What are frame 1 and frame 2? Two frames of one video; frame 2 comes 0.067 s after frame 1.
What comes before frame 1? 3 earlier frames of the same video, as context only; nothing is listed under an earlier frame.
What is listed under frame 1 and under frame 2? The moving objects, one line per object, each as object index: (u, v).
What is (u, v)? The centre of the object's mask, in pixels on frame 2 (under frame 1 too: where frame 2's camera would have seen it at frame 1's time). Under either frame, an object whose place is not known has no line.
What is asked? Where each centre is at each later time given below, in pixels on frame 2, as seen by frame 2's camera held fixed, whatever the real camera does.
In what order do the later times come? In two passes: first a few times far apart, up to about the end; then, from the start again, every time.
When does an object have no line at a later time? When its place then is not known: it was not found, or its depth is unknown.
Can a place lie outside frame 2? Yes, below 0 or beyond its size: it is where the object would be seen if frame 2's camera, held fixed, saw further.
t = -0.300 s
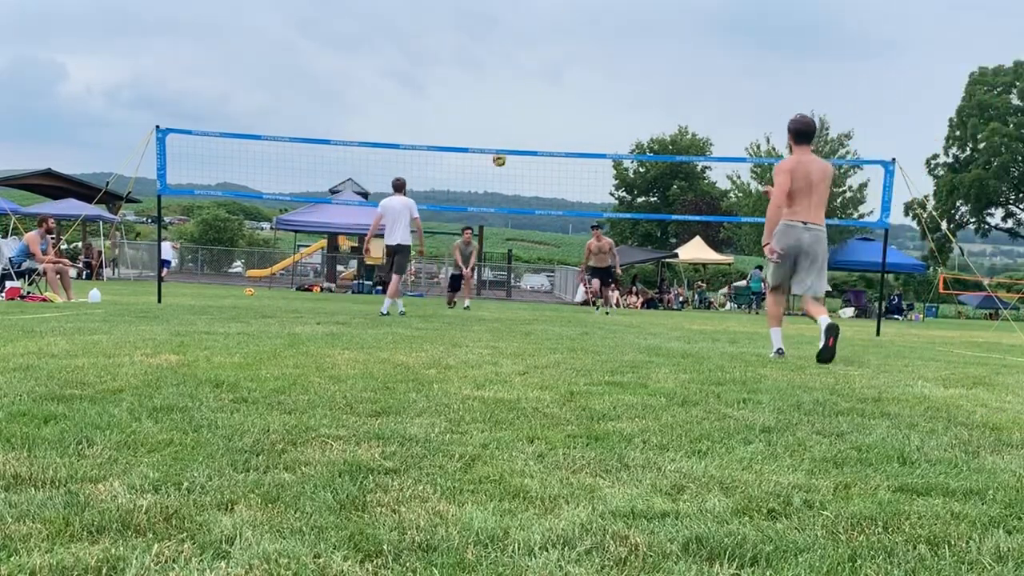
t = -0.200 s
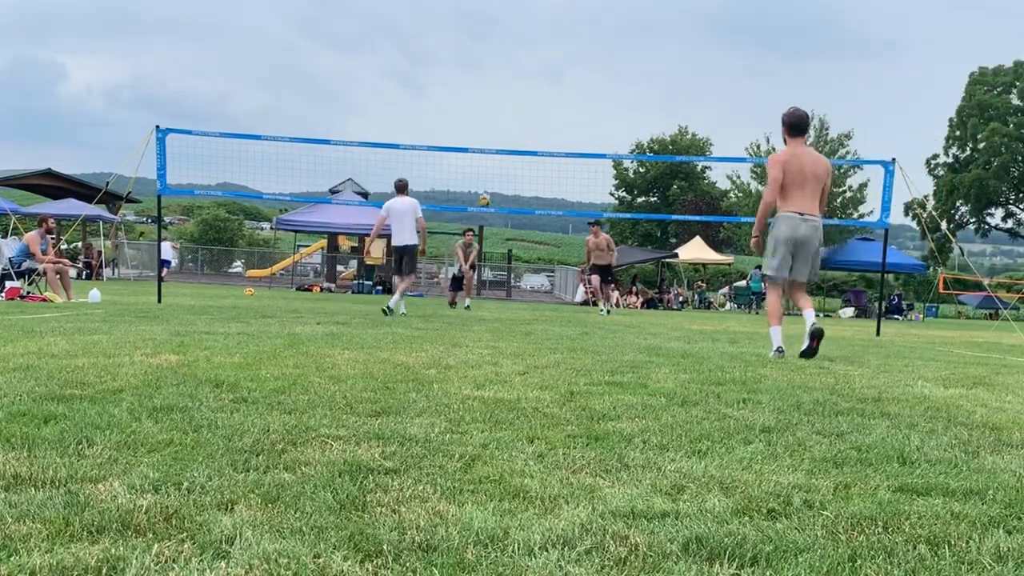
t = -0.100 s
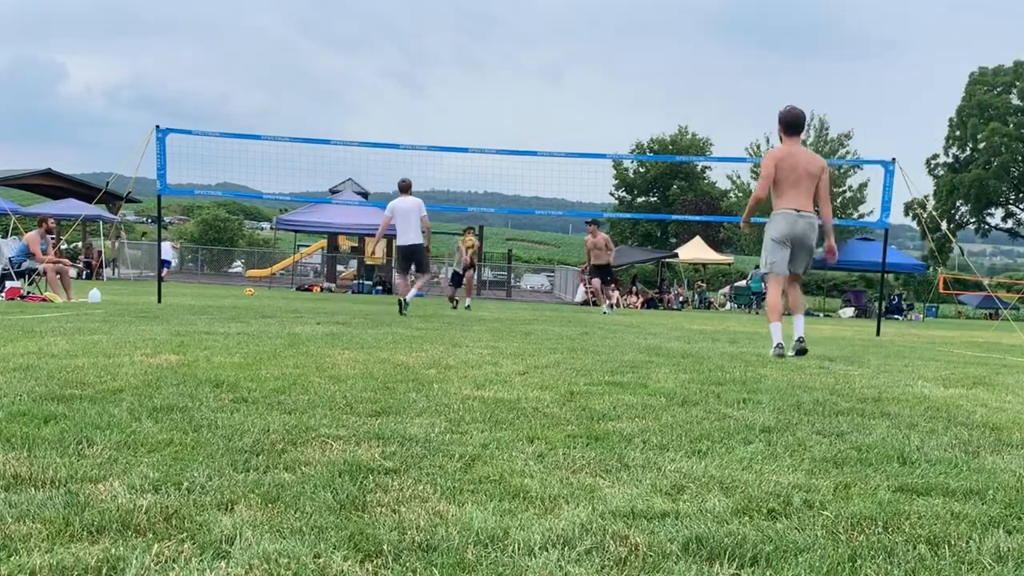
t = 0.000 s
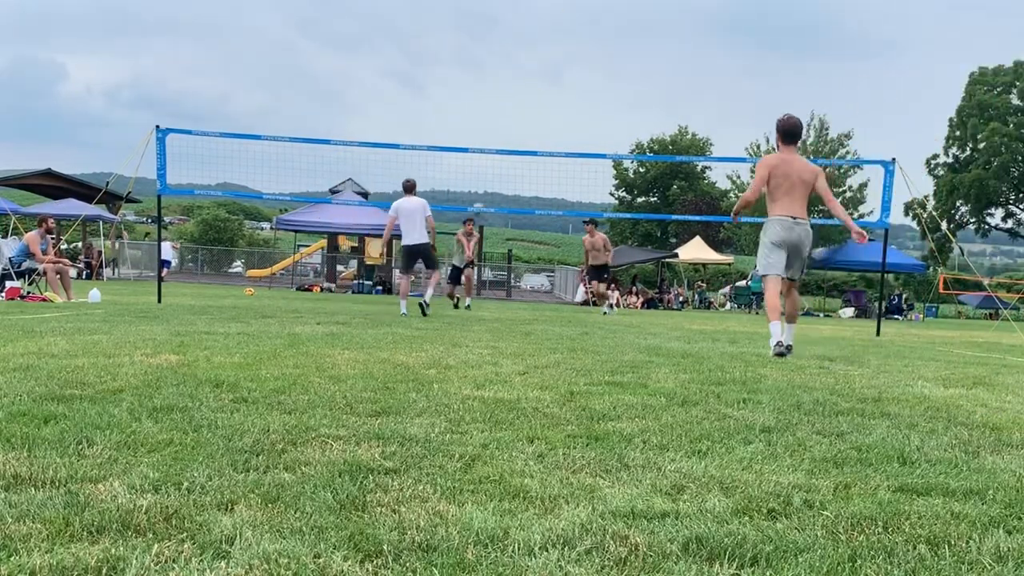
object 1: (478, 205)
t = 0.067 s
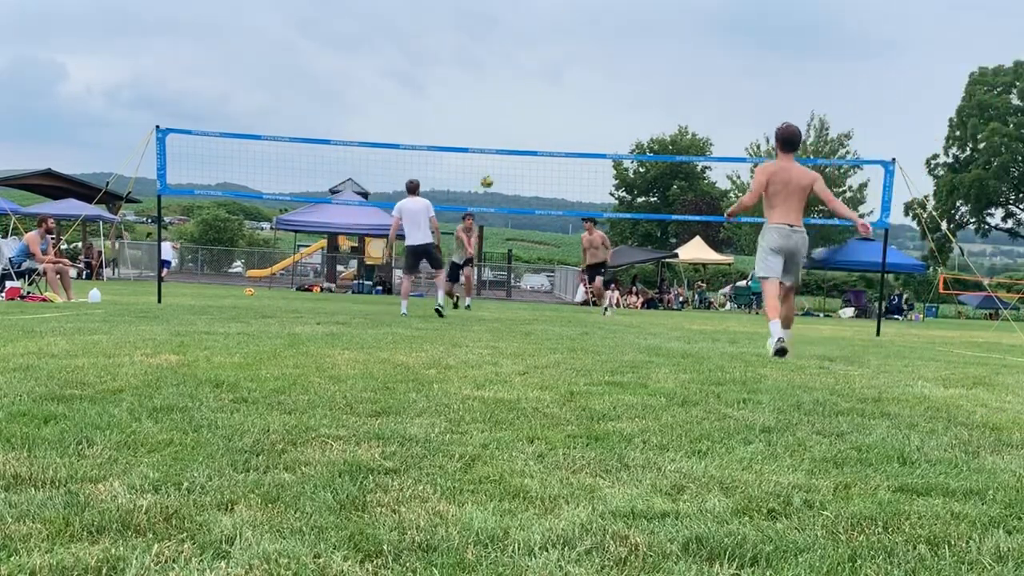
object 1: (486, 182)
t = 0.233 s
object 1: (506, 122)
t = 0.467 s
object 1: (532, 67)
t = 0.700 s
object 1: (557, 46)
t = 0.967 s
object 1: (581, 65)
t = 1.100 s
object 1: (592, 90)
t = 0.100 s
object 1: (490, 169)
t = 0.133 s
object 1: (494, 158)
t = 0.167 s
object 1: (498, 144)
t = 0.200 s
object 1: (502, 133)
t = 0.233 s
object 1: (506, 122)
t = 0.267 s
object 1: (510, 113)
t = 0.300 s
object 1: (514, 103)
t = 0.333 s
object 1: (518, 95)
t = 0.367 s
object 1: (522, 87)
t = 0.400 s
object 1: (525, 80)
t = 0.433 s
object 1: (529, 74)
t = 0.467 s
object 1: (532, 67)
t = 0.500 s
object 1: (536, 62)
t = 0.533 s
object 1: (540, 58)
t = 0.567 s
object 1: (543, 54)
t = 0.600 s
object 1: (547, 51)
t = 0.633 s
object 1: (550, 49)
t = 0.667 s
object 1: (553, 48)
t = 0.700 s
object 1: (557, 46)
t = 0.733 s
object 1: (560, 47)
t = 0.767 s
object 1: (563, 47)
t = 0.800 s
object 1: (566, 48)
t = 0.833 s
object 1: (569, 50)
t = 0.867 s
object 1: (573, 53)
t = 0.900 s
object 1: (576, 56)
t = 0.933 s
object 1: (579, 60)
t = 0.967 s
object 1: (581, 65)
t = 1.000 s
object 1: (584, 70)
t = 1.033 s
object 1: (587, 76)
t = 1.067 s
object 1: (590, 83)
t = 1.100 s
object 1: (592, 90)
